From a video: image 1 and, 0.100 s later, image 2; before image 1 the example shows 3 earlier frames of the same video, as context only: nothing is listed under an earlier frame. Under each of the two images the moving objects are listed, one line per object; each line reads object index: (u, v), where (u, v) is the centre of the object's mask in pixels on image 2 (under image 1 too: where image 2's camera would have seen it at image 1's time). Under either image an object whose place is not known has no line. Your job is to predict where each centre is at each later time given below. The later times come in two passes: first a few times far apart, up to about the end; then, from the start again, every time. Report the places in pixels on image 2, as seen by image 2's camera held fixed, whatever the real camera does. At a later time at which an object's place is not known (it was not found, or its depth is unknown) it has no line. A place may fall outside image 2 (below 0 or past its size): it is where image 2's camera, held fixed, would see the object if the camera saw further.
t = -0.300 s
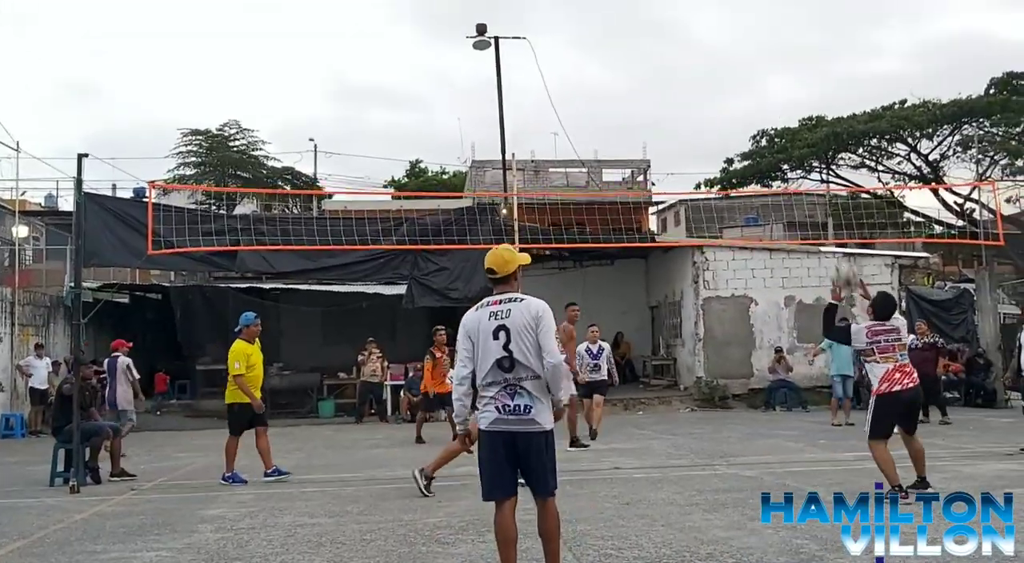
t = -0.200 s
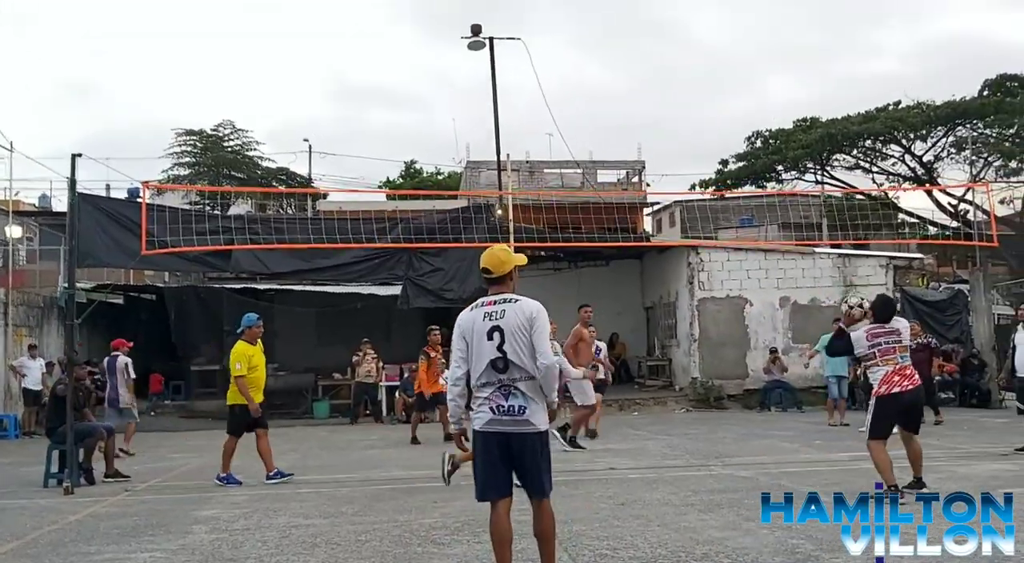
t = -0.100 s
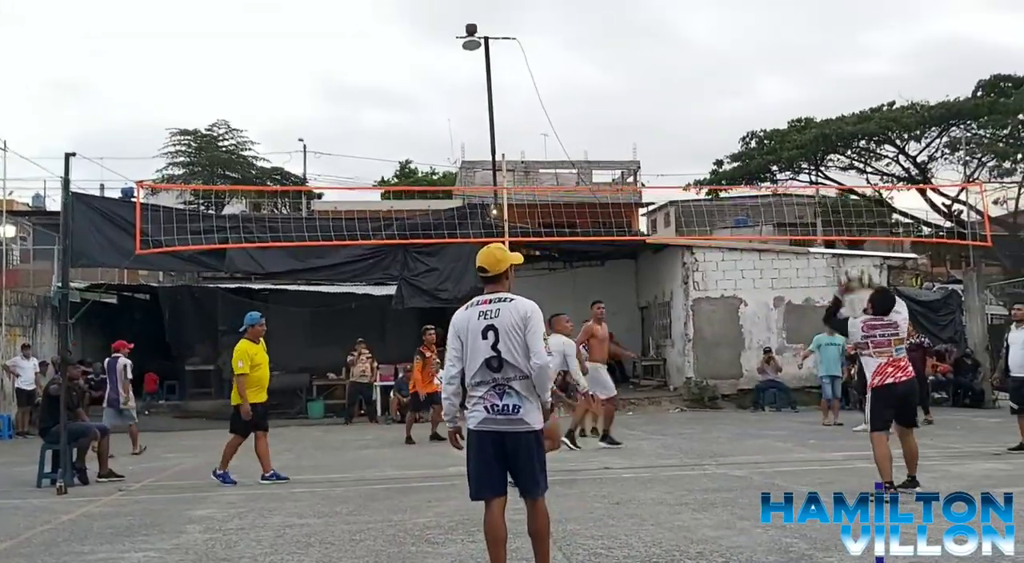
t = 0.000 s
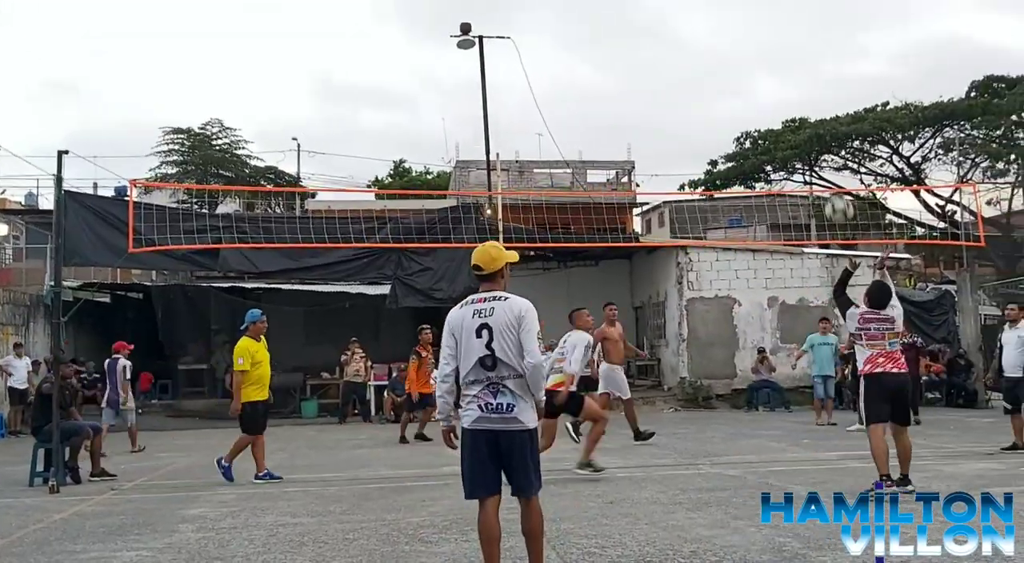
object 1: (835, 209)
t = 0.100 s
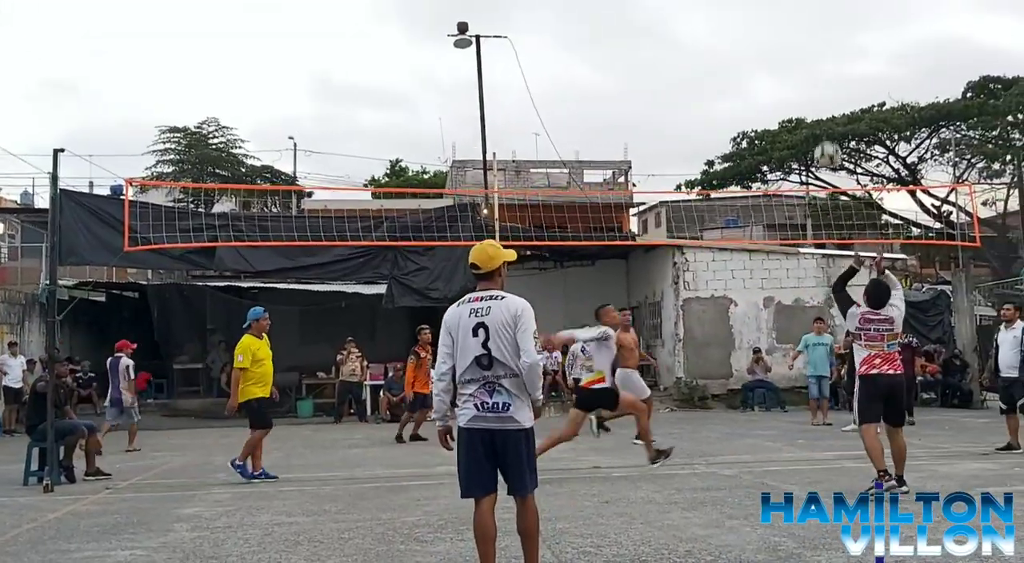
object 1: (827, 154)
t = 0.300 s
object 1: (816, 85)
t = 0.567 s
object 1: (804, 62)
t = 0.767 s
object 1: (799, 91)
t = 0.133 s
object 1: (825, 140)
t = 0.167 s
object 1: (823, 127)
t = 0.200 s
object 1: (821, 114)
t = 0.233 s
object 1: (819, 102)
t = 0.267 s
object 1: (817, 93)
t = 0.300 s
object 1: (816, 85)
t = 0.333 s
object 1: (814, 77)
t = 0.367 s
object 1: (812, 72)
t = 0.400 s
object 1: (811, 67)
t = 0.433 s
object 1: (810, 64)
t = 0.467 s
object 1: (808, 61)
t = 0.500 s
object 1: (807, 60)
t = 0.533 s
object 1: (805, 60)
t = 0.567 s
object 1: (804, 62)
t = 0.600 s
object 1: (803, 64)
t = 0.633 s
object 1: (802, 67)
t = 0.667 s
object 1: (801, 72)
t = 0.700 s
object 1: (801, 77)
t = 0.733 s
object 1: (800, 83)
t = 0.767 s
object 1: (799, 91)
